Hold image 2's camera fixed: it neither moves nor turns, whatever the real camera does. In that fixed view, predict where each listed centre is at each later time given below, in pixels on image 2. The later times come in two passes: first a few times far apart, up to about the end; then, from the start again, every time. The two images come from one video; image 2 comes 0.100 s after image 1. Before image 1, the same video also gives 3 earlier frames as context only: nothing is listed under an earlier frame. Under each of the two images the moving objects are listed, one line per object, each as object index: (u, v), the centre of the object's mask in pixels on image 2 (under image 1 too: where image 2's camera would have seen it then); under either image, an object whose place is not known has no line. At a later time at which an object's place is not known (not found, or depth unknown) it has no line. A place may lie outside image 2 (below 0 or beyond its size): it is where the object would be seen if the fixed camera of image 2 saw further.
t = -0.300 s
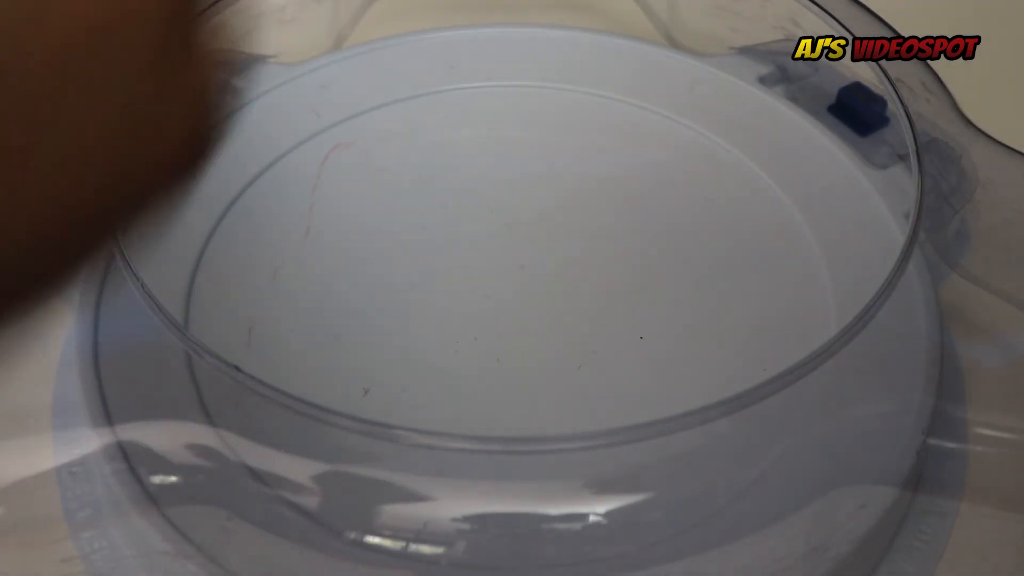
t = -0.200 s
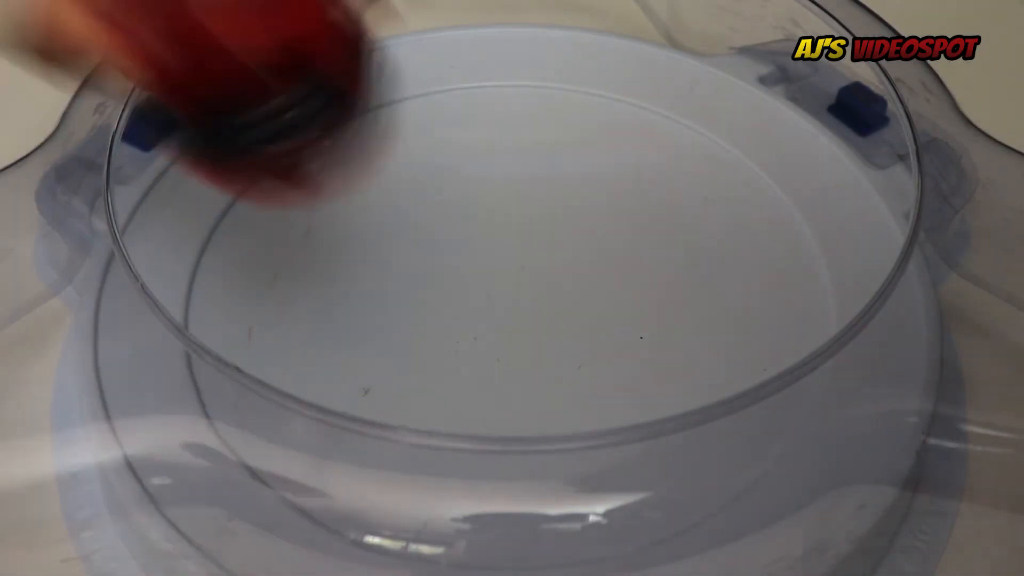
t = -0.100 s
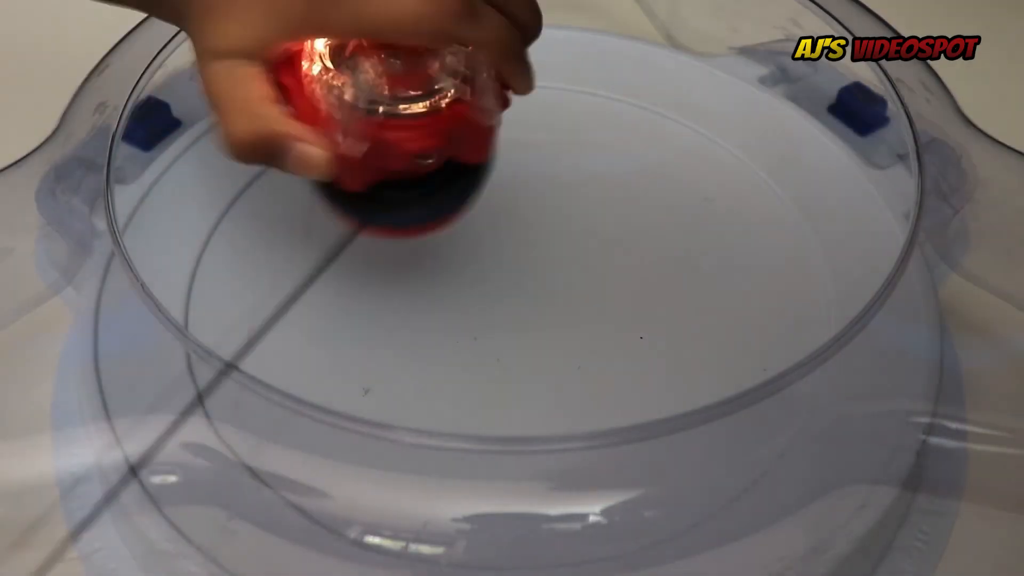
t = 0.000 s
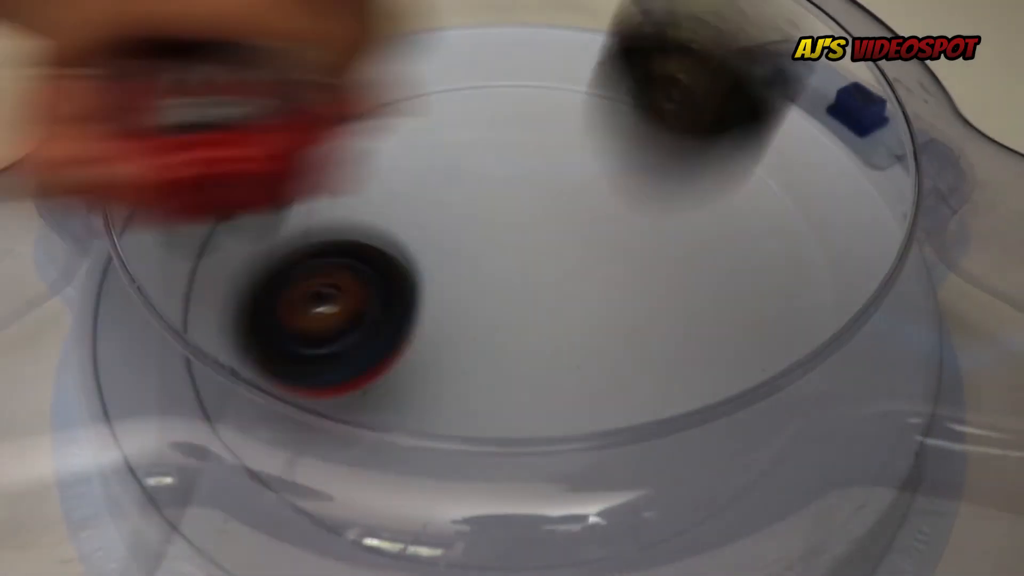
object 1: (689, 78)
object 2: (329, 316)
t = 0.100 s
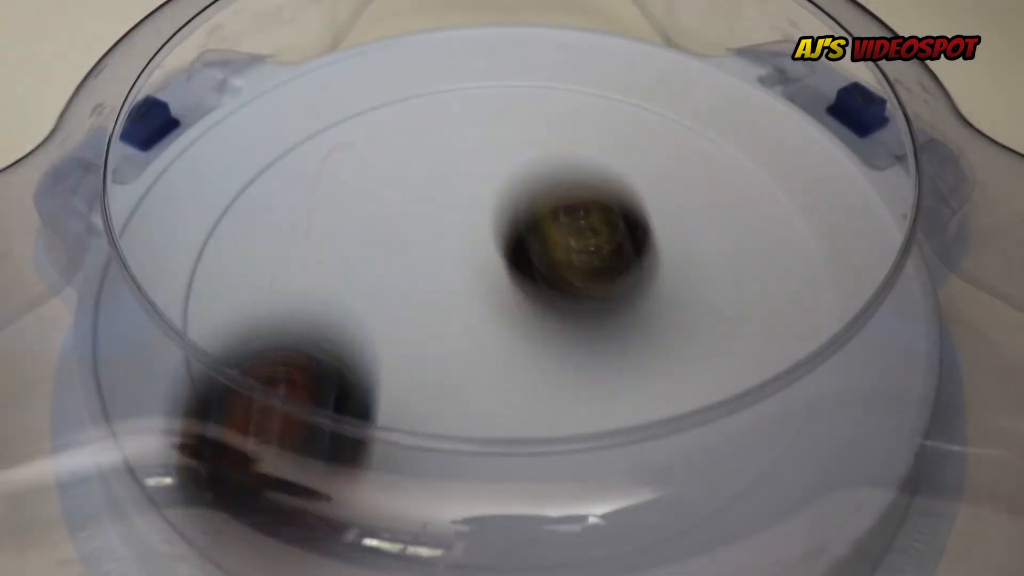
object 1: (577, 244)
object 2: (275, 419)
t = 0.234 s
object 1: (473, 158)
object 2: (373, 413)
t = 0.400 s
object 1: (419, 180)
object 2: (543, 336)
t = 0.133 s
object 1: (550, 188)
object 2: (284, 480)
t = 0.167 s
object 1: (525, 156)
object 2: (302, 456)
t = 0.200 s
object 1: (498, 146)
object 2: (343, 412)
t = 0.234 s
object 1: (473, 158)
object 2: (373, 413)
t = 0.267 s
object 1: (450, 191)
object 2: (409, 426)
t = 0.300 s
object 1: (439, 185)
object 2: (441, 411)
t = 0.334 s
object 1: (430, 162)
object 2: (480, 378)
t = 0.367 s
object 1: (424, 160)
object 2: (512, 368)
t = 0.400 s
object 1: (419, 180)
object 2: (543, 336)
